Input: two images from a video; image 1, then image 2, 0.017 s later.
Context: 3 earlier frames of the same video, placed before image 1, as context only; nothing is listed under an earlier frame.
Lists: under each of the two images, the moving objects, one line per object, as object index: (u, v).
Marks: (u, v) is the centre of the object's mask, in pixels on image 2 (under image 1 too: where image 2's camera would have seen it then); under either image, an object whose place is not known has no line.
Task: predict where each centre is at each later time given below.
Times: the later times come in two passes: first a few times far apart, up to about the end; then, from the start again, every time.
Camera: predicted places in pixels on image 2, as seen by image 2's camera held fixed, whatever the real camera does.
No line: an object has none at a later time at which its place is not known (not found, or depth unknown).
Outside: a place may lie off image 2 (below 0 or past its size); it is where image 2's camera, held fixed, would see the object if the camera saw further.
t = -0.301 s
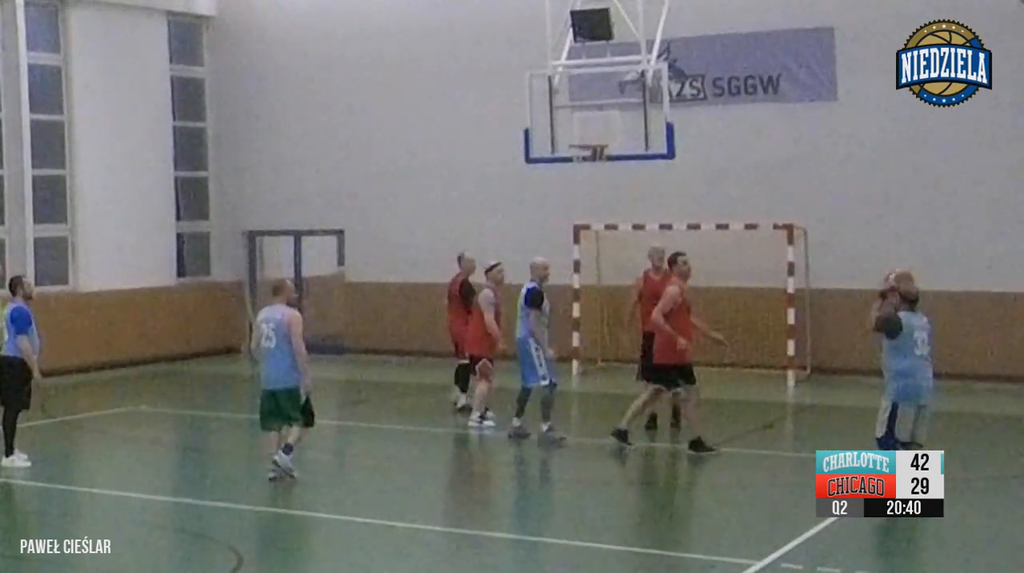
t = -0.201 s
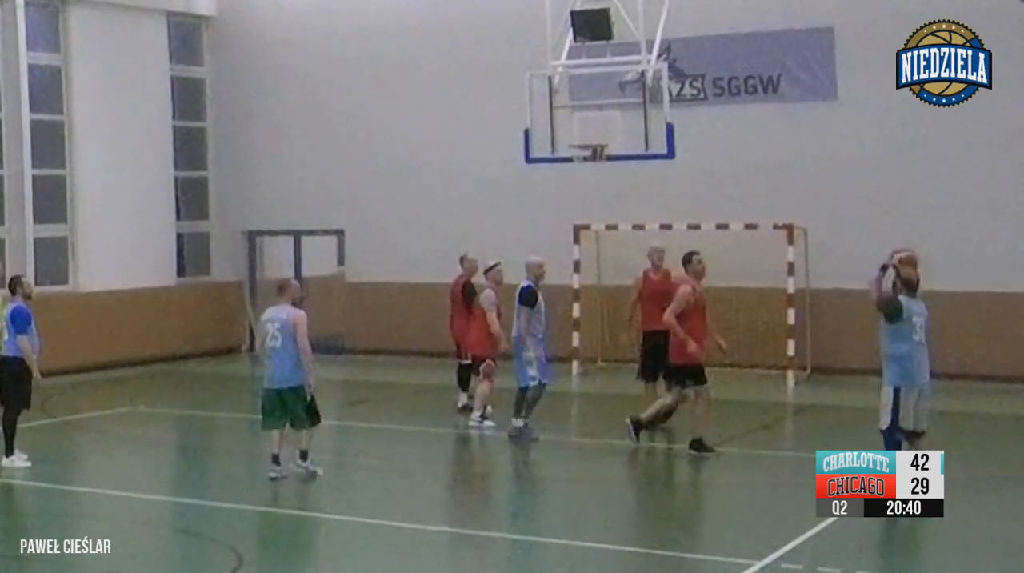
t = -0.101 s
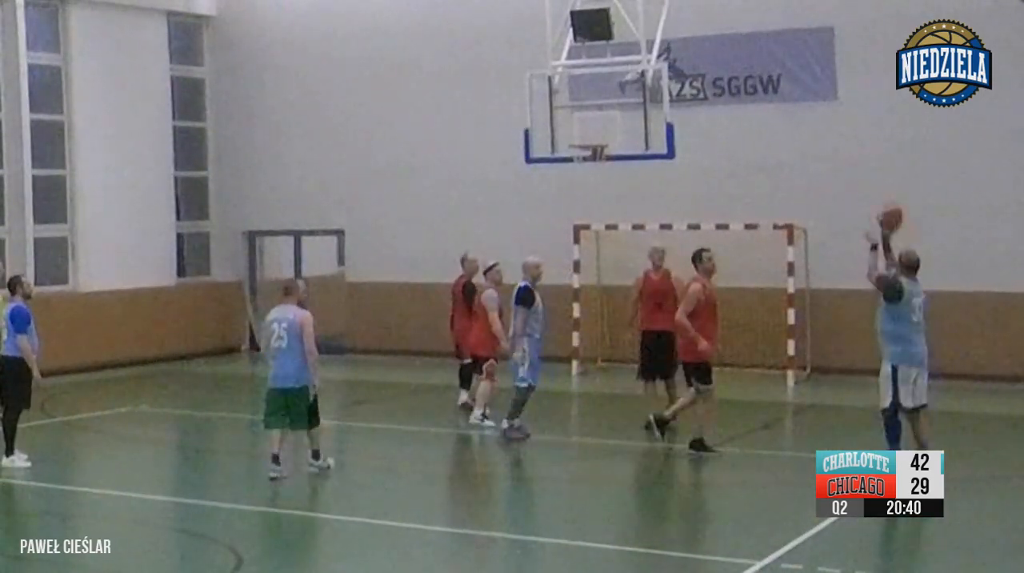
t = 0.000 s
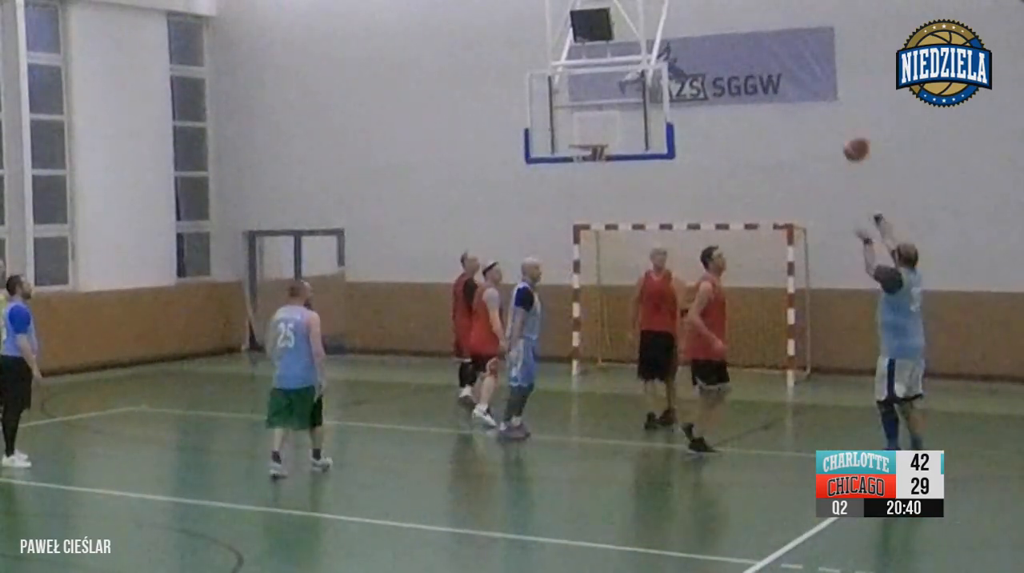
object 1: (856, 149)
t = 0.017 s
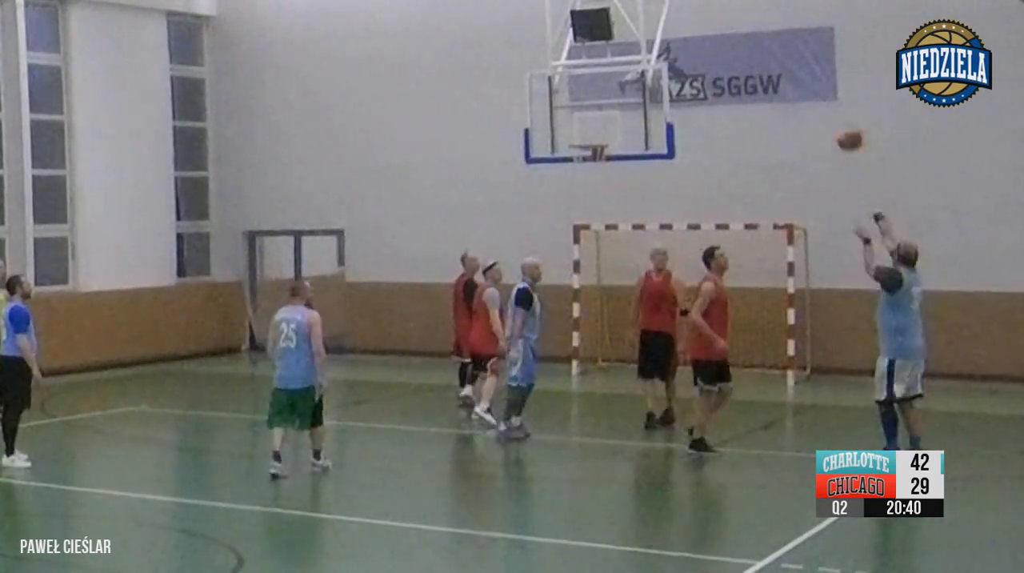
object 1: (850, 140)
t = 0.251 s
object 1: (775, 46)
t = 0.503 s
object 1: (709, 14)
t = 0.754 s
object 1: (657, 40)
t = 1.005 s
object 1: (611, 110)
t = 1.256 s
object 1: (592, 169)
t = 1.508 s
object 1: (601, 192)
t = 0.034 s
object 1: (845, 129)
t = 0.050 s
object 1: (839, 120)
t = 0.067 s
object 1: (833, 112)
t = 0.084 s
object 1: (827, 103)
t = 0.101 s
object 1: (822, 95)
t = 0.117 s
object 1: (816, 90)
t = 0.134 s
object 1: (810, 82)
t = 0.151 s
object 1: (807, 75)
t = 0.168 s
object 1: (801, 68)
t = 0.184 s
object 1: (795, 62)
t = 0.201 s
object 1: (791, 57)
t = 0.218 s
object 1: (785, 52)
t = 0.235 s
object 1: (780, 48)
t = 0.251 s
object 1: (775, 46)
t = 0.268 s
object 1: (770, 39)
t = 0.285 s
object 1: (767, 35)
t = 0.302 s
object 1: (762, 32)
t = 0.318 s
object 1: (756, 30)
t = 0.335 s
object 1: (752, 26)
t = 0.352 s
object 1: (747, 23)
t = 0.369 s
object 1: (742, 21)
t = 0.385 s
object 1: (738, 19)
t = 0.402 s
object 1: (734, 18)
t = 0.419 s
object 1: (729, 16)
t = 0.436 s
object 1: (725, 16)
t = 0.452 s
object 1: (721, 14)
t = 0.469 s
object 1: (717, 13)
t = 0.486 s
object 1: (713, 13)
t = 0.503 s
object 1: (709, 14)
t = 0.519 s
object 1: (705, 14)
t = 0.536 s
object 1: (701, 14)
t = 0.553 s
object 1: (698, 14)
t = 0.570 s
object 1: (694, 15)
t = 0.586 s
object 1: (691, 17)
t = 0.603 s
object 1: (687, 18)
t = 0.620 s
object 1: (684, 21)
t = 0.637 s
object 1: (680, 23)
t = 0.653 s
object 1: (676, 23)
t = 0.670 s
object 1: (673, 26)
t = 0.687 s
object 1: (670, 29)
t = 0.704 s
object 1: (667, 31)
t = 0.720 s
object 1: (663, 35)
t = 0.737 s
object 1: (660, 38)
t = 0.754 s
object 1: (657, 40)
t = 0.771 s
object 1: (654, 45)
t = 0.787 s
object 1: (653, 48)
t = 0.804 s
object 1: (647, 51)
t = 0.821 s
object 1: (644, 55)
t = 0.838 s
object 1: (642, 60)
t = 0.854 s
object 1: (639, 65)
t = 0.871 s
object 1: (636, 70)
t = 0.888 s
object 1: (634, 74)
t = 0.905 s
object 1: (630, 80)
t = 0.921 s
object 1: (630, 84)
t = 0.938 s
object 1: (624, 92)
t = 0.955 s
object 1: (621, 96)
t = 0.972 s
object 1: (620, 101)
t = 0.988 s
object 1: (616, 104)
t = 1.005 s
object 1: (611, 110)
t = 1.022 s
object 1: (607, 116)
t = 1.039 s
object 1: (604, 118)
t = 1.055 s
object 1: (600, 124)
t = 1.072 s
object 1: (596, 129)
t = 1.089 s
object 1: (592, 135)
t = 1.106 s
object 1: (587, 139)
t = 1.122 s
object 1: (585, 146)
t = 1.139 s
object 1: (585, 150)
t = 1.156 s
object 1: (583, 152)
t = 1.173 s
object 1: (584, 153)
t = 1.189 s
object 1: (584, 157)
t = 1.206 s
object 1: (588, 158)
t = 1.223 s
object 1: (588, 163)
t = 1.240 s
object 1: (591, 166)
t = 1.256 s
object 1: (592, 169)
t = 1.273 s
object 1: (594, 172)
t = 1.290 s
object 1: (595, 172)
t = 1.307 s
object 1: (595, 172)
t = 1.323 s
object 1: (596, 172)
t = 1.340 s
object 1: (596, 173)
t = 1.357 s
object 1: (597, 173)
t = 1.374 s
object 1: (597, 174)
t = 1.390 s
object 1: (597, 175)
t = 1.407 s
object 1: (598, 176)
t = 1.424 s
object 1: (599, 180)
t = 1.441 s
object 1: (599, 181)
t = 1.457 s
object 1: (600, 183)
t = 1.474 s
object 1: (600, 186)
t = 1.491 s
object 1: (600, 188)
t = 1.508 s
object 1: (601, 192)
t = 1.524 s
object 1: (602, 195)
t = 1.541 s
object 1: (603, 198)
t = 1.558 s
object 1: (604, 201)
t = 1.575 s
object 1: (604, 204)
